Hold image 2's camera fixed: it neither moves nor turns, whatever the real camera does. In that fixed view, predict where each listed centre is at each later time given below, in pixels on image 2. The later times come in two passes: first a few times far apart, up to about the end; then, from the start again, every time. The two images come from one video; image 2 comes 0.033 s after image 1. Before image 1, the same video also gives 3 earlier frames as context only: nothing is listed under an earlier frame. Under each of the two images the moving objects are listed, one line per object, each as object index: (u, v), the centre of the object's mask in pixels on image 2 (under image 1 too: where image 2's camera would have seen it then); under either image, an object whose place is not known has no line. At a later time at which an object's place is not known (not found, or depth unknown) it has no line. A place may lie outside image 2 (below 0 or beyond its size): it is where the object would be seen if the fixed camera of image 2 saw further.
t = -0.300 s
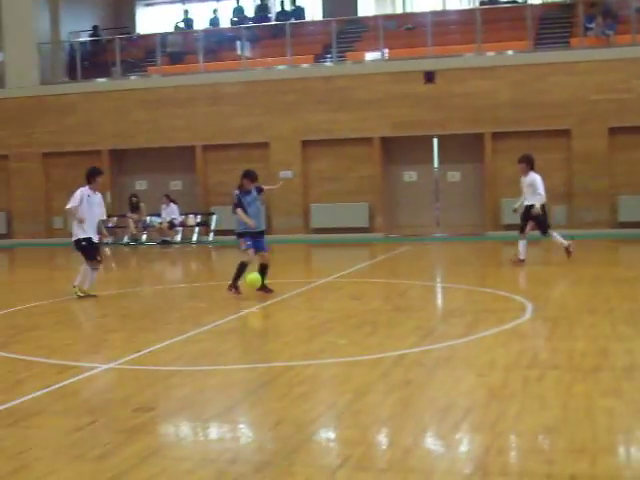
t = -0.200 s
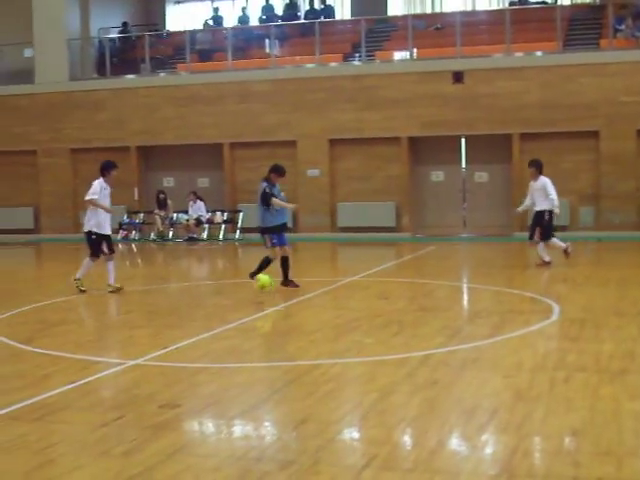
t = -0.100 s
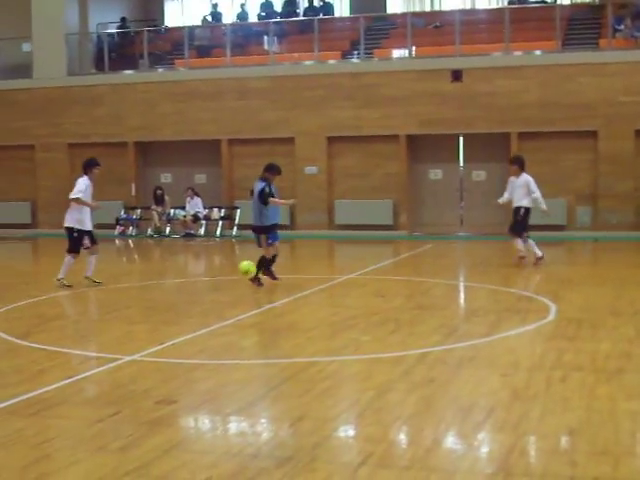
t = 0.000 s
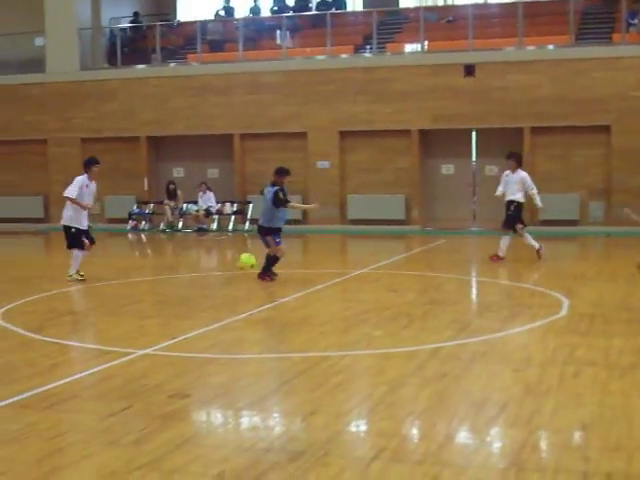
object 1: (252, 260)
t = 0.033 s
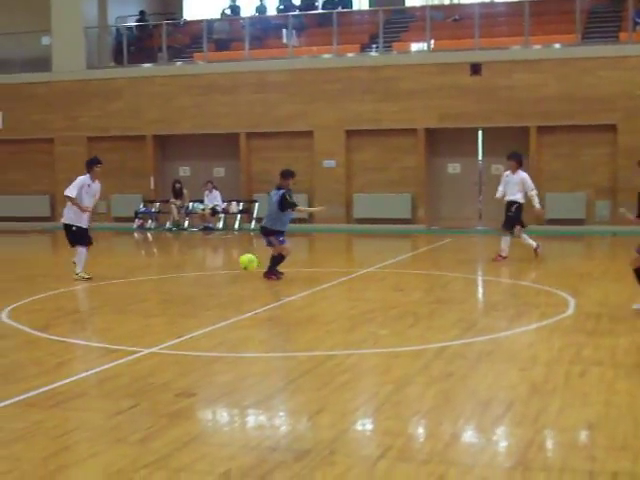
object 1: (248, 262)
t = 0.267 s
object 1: (214, 305)
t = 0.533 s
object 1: (182, 311)
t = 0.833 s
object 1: (131, 349)
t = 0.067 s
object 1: (244, 264)
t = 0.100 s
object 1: (240, 268)
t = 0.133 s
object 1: (235, 273)
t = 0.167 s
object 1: (230, 279)
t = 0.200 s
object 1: (225, 287)
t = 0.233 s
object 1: (220, 296)
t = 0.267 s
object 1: (214, 305)
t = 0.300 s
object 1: (209, 309)
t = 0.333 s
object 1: (206, 305)
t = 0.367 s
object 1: (202, 304)
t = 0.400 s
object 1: (199, 303)
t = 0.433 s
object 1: (194, 304)
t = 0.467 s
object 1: (191, 305)
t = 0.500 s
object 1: (186, 309)
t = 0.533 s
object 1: (182, 311)
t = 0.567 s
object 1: (176, 319)
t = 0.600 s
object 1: (171, 325)
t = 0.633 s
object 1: (165, 338)
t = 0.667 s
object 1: (160, 337)
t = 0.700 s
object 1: (155, 337)
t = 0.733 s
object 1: (150, 338)
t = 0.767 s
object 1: (144, 340)
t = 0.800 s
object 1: (138, 343)
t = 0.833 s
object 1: (131, 349)
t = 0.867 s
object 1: (125, 356)
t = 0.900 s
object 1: (118, 366)
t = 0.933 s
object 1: (112, 366)
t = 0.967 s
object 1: (105, 367)
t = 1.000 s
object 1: (98, 371)
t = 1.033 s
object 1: (90, 377)
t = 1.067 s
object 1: (82, 386)
